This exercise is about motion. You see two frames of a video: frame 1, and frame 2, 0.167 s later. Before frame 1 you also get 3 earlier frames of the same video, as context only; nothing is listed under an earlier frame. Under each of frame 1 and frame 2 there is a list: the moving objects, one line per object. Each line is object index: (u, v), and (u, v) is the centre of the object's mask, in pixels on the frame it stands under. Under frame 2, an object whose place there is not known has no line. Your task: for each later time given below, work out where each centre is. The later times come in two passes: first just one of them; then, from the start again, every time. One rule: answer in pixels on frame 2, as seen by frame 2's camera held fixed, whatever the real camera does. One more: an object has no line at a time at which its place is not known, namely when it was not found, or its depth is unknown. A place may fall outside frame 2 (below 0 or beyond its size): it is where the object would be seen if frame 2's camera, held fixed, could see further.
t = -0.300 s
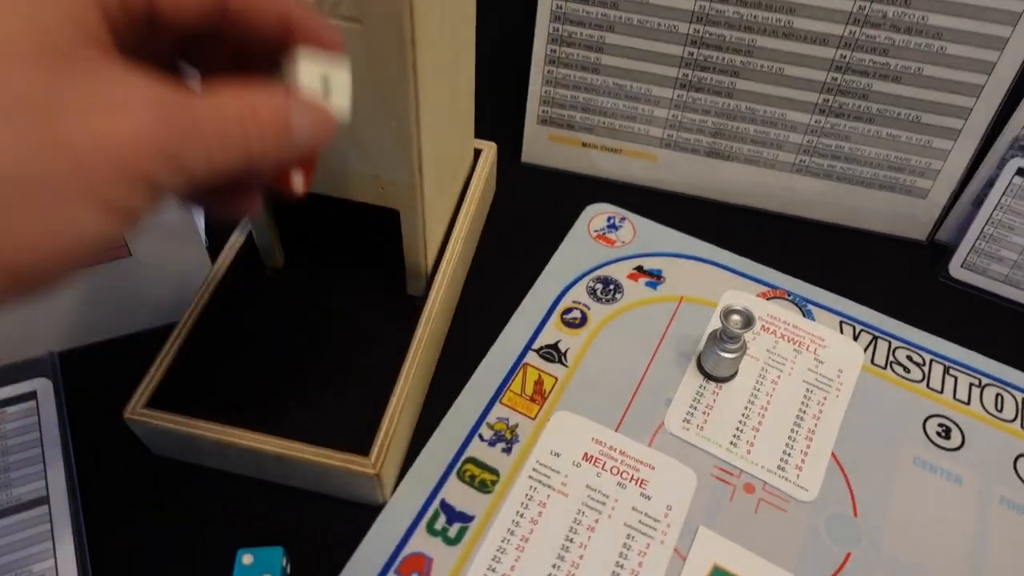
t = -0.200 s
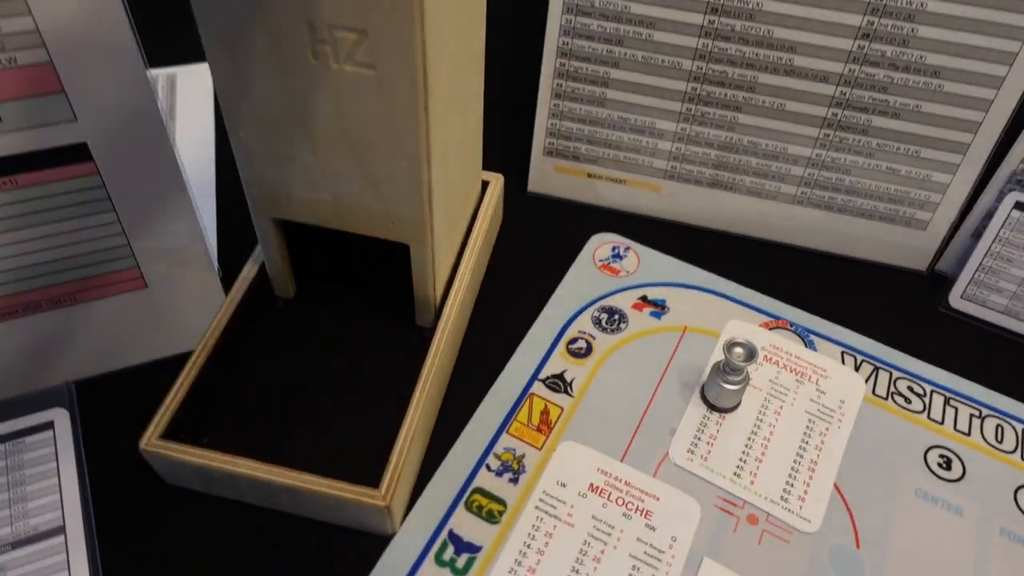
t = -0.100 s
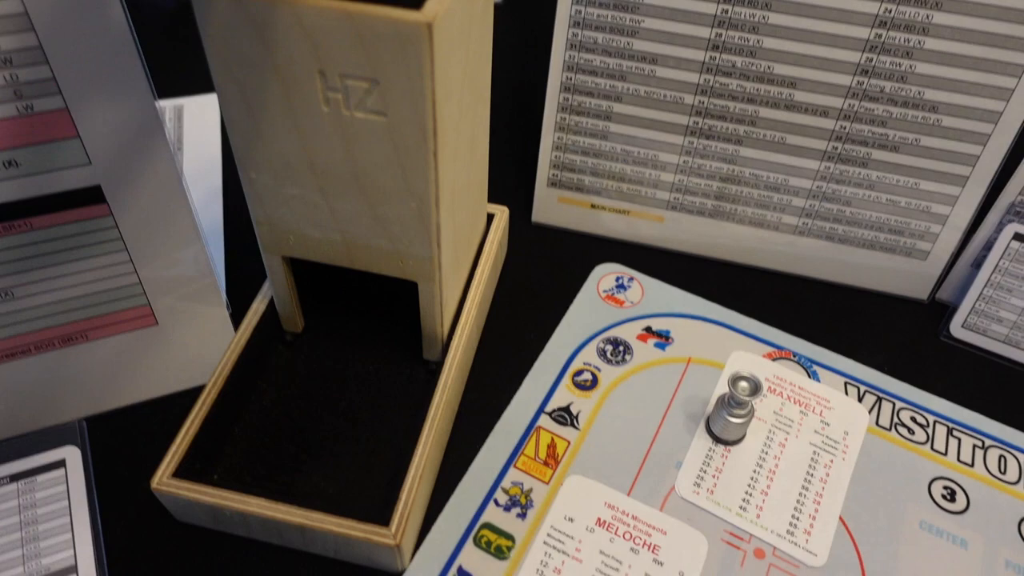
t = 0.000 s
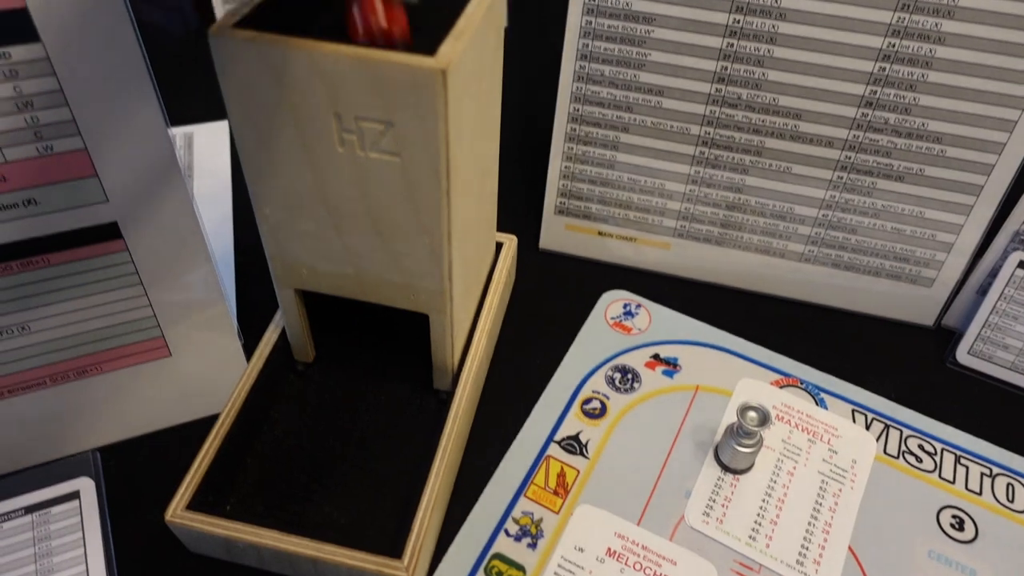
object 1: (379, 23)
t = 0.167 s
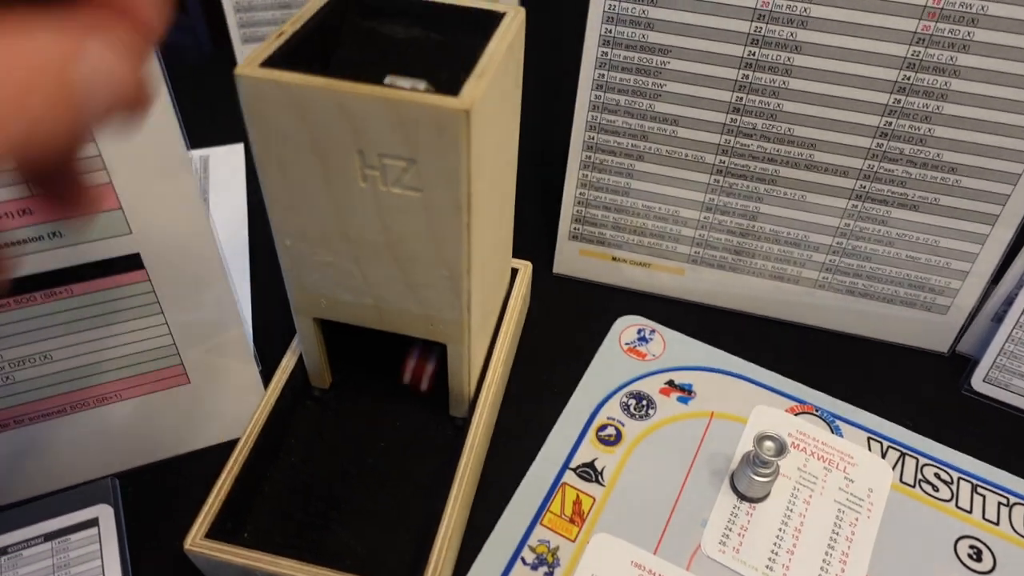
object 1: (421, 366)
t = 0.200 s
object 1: (387, 403)
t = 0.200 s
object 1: (387, 403)
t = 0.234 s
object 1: (343, 429)
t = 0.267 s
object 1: (293, 480)
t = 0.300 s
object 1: (249, 527)
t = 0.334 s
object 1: (230, 518)
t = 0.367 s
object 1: (217, 518)
